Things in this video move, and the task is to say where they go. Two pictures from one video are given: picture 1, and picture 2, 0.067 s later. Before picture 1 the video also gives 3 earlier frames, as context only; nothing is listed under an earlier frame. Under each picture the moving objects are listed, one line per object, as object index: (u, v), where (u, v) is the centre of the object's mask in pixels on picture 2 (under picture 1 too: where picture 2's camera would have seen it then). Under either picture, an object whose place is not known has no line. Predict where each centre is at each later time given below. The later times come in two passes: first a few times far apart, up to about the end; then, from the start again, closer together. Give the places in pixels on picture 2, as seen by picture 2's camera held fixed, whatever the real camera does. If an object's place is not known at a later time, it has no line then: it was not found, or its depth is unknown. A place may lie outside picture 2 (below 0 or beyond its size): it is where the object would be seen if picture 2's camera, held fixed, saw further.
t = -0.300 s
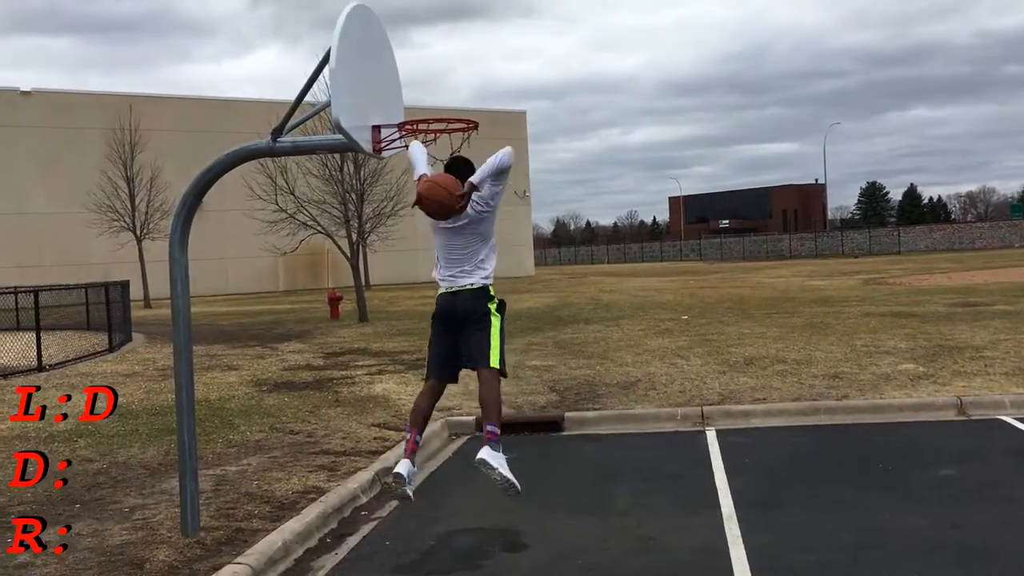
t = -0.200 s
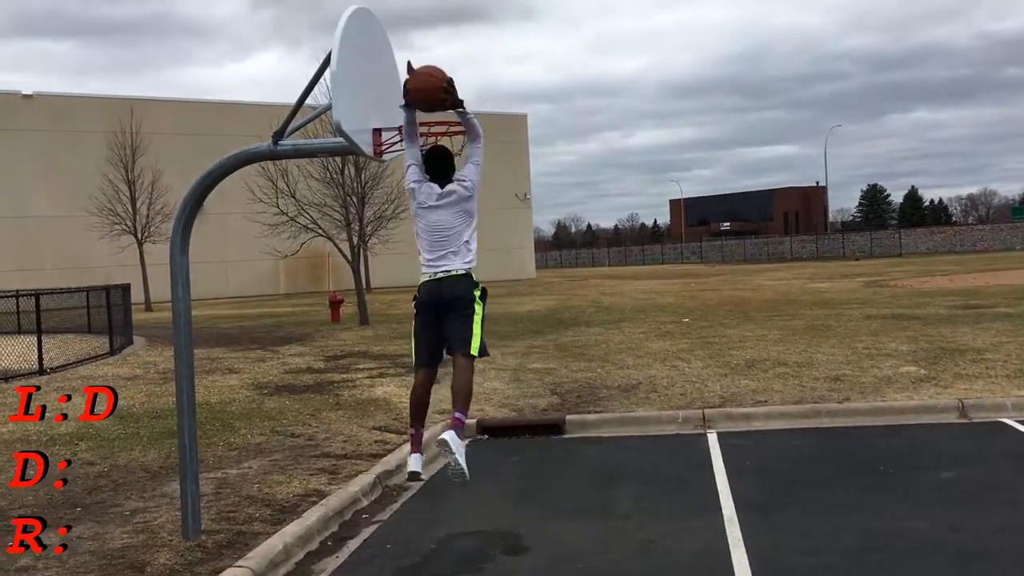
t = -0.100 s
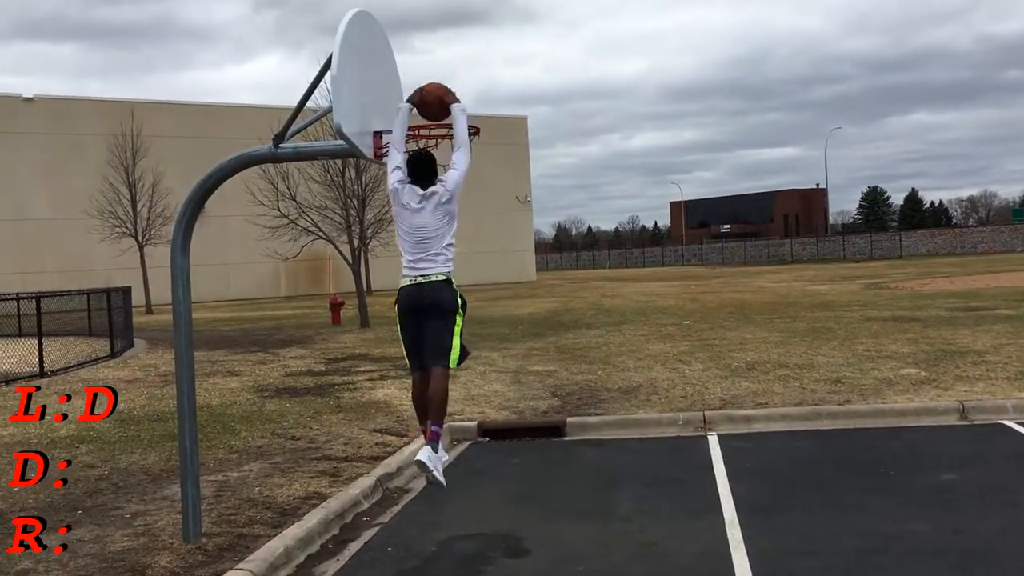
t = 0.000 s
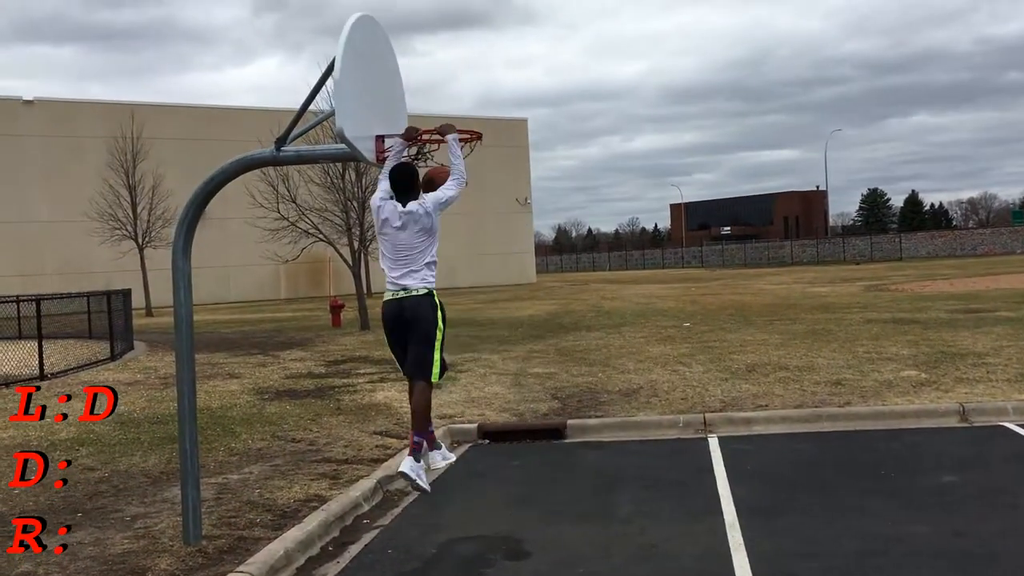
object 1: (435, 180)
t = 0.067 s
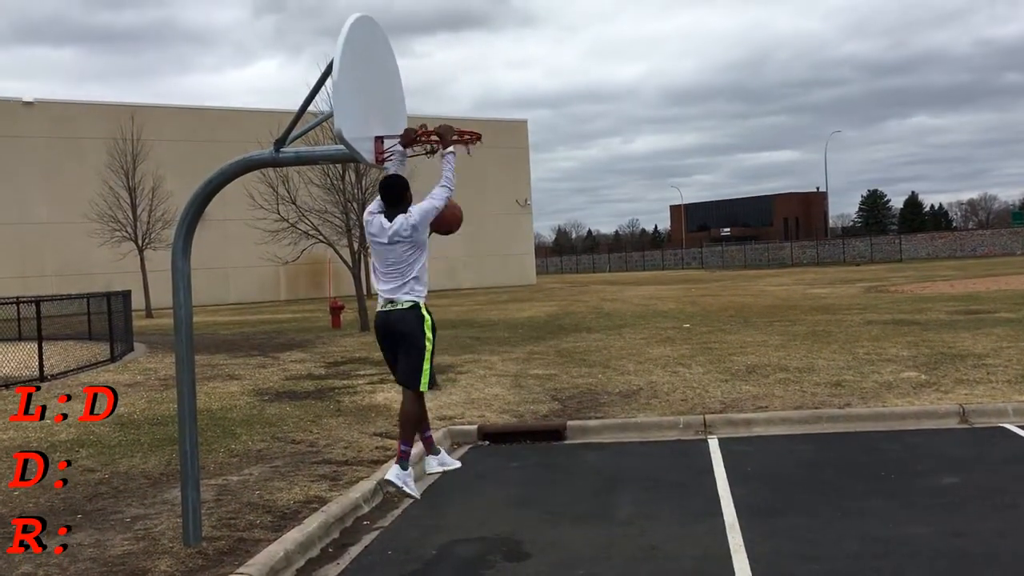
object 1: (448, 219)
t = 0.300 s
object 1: (461, 363)
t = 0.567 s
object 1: (481, 467)
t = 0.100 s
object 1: (447, 234)
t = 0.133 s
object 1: (448, 252)
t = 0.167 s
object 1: (451, 272)
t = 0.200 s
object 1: (454, 293)
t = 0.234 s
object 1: (456, 316)
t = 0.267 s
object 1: (458, 339)
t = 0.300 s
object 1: (461, 363)
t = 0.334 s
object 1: (464, 390)
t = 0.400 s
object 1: (469, 444)
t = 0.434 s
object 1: (471, 472)
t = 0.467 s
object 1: (475, 502)
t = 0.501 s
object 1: (477, 509)
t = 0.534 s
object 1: (479, 487)
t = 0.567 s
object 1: (481, 467)
